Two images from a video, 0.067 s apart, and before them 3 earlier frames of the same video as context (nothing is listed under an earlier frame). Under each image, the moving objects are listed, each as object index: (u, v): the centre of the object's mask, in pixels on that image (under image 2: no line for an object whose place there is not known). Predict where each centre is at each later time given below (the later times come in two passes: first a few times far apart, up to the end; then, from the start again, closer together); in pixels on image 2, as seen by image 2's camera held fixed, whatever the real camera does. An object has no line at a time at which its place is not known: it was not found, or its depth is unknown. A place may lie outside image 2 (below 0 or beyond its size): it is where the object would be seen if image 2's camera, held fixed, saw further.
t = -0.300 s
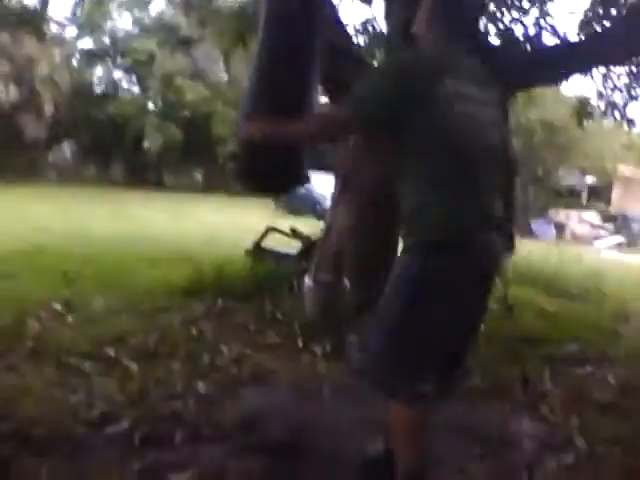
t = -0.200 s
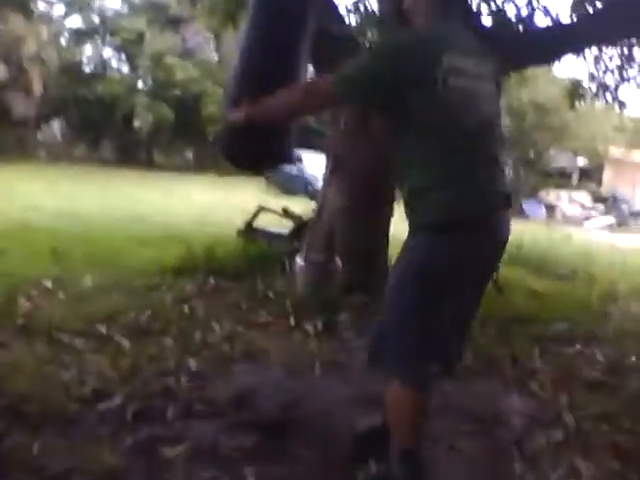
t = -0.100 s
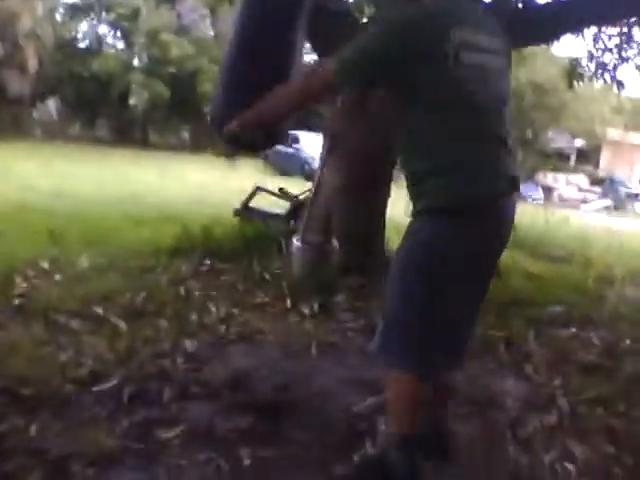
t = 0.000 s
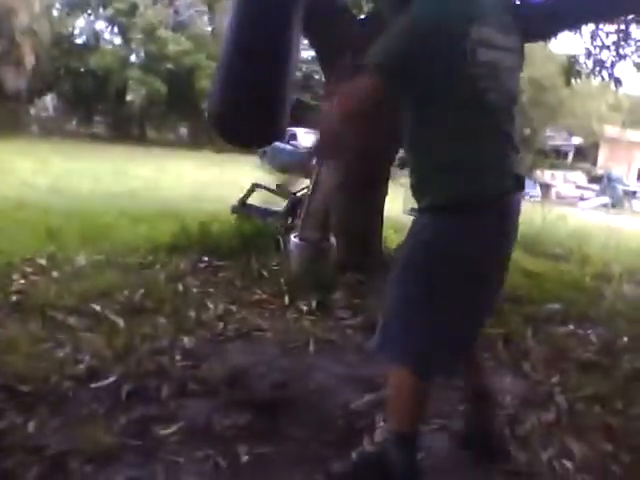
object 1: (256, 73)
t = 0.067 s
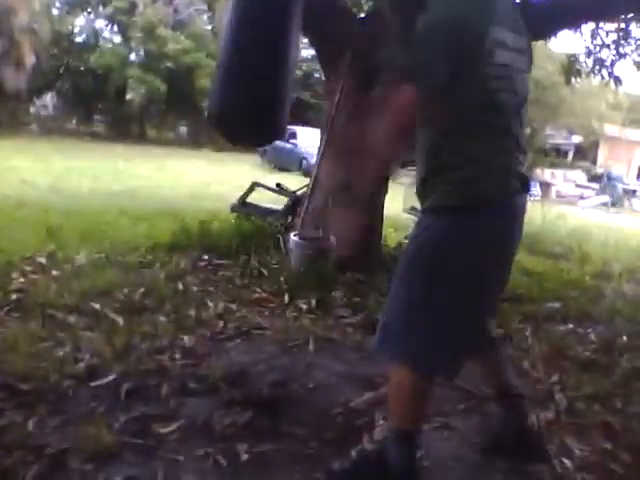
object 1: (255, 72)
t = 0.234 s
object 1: (256, 74)
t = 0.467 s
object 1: (260, 75)
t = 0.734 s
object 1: (270, 69)
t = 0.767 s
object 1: (272, 68)
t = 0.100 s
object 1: (255, 73)
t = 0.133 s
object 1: (255, 75)
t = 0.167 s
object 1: (255, 77)
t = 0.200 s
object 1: (255, 75)
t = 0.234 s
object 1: (256, 74)
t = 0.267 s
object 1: (255, 73)
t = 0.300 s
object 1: (256, 74)
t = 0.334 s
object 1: (257, 73)
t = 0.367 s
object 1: (258, 75)
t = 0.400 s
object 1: (258, 74)
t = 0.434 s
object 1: (259, 73)
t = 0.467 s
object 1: (260, 75)
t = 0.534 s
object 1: (262, 75)
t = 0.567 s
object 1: (263, 76)
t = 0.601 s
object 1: (263, 76)
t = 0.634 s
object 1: (265, 75)
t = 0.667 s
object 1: (266, 73)
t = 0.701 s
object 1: (269, 71)
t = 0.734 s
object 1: (270, 69)
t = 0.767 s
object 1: (272, 68)
